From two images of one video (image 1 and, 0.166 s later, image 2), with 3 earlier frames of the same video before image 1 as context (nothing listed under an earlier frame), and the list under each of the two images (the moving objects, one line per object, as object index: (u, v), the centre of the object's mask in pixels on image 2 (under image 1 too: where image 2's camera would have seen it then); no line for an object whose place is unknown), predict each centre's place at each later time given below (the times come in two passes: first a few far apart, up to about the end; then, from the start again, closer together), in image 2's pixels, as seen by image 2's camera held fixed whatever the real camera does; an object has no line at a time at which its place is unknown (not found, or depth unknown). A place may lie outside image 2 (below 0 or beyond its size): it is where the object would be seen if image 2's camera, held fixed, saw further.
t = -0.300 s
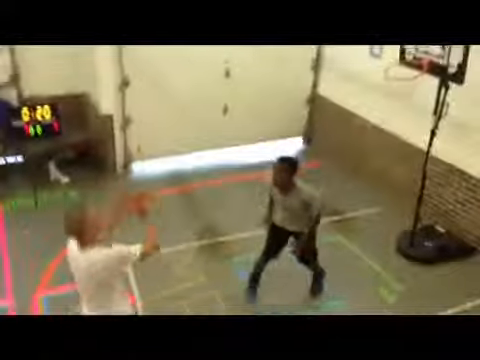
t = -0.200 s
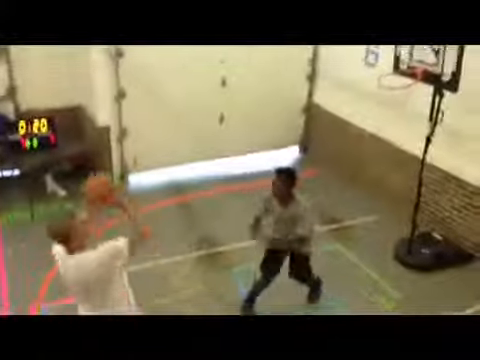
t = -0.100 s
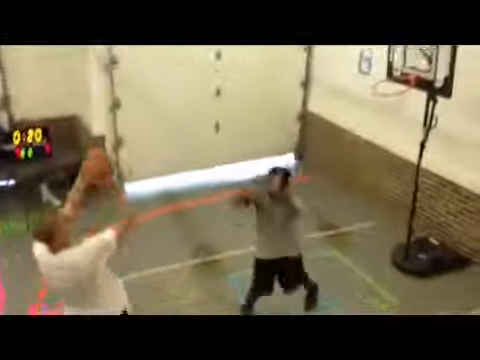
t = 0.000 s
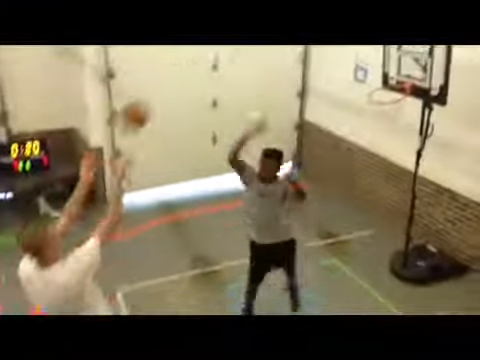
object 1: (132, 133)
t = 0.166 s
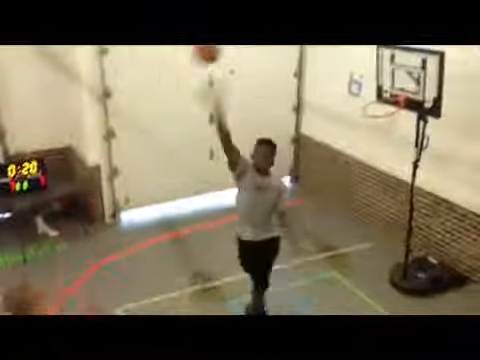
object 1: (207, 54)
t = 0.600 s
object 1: (351, 49)
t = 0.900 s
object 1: (379, 139)
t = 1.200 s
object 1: (372, 148)
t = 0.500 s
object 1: (327, 35)
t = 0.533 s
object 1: (336, 38)
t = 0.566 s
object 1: (344, 42)
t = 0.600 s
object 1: (351, 49)
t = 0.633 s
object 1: (358, 59)
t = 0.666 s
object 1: (364, 69)
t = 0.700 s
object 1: (369, 79)
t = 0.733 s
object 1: (378, 91)
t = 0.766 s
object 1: (383, 100)
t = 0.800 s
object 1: (383, 114)
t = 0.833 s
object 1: (382, 130)
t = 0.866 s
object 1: (380, 138)
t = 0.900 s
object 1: (379, 139)
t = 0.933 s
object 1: (379, 137)
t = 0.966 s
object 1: (379, 134)
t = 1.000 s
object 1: (379, 133)
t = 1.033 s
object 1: (378, 133)
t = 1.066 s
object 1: (377, 133)
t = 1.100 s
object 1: (376, 135)
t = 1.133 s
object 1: (375, 137)
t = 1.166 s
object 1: (374, 142)
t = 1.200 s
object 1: (372, 148)
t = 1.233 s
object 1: (371, 154)
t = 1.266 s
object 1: (369, 161)
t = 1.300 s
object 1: (368, 169)
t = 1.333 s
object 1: (367, 176)
